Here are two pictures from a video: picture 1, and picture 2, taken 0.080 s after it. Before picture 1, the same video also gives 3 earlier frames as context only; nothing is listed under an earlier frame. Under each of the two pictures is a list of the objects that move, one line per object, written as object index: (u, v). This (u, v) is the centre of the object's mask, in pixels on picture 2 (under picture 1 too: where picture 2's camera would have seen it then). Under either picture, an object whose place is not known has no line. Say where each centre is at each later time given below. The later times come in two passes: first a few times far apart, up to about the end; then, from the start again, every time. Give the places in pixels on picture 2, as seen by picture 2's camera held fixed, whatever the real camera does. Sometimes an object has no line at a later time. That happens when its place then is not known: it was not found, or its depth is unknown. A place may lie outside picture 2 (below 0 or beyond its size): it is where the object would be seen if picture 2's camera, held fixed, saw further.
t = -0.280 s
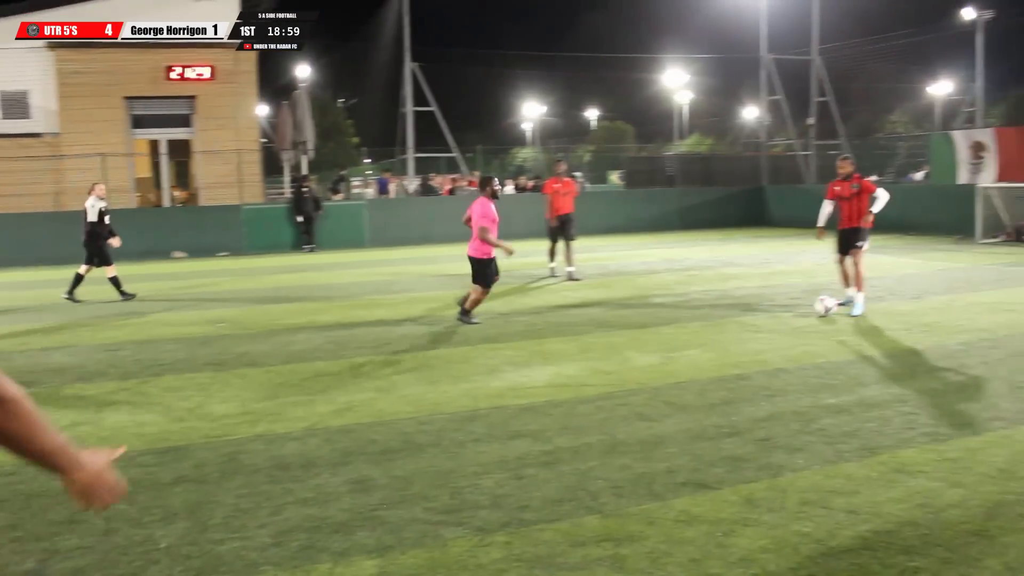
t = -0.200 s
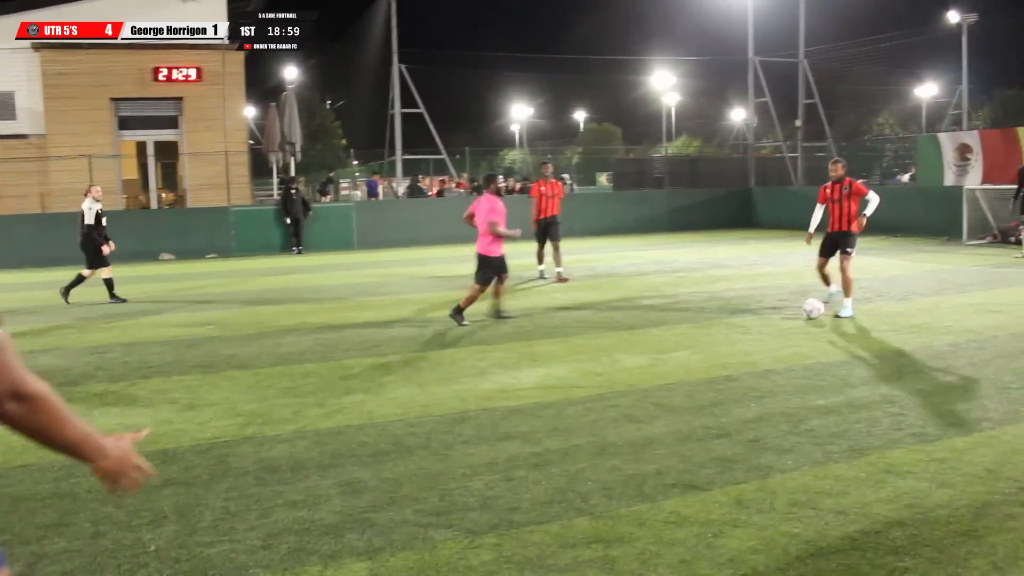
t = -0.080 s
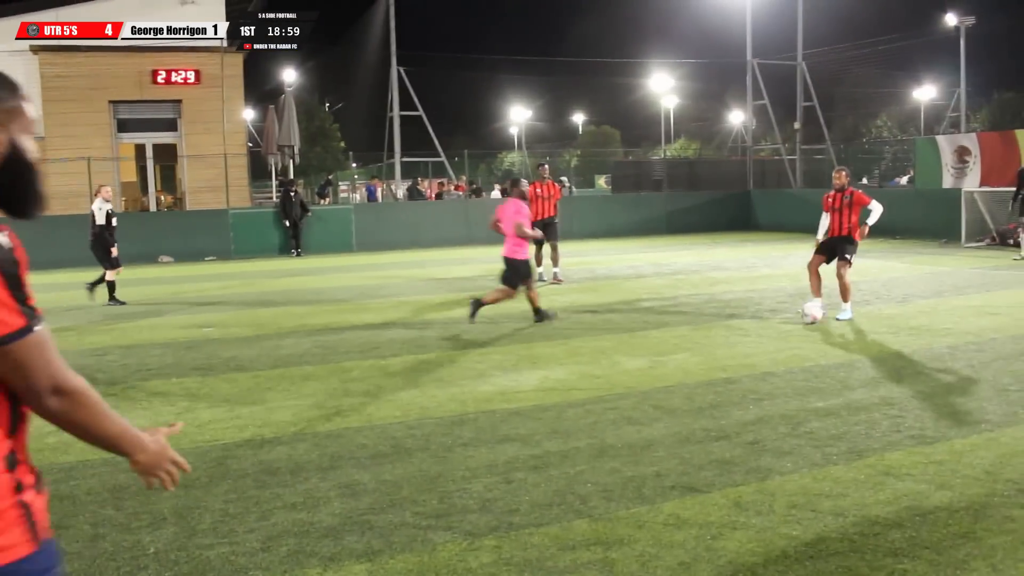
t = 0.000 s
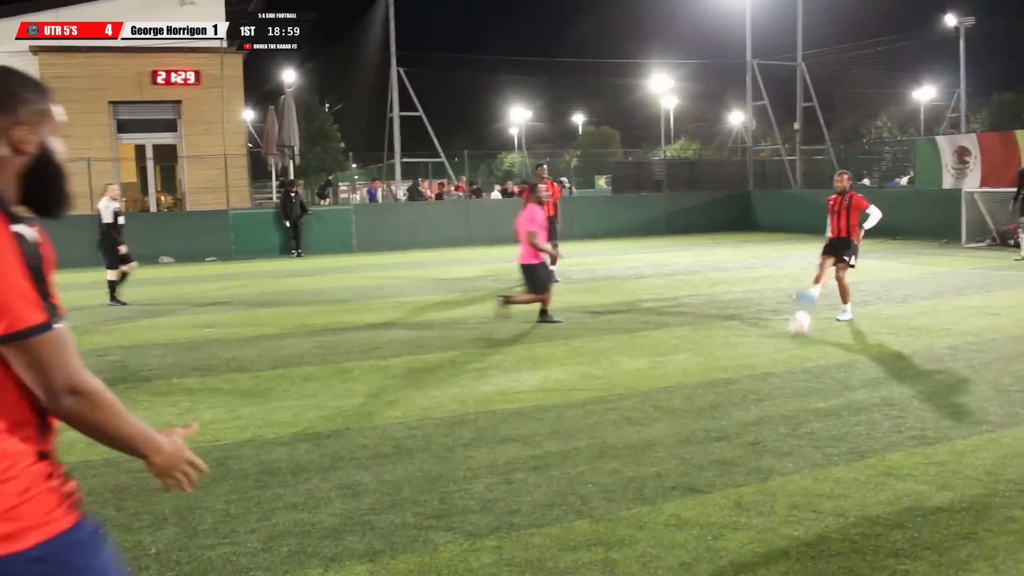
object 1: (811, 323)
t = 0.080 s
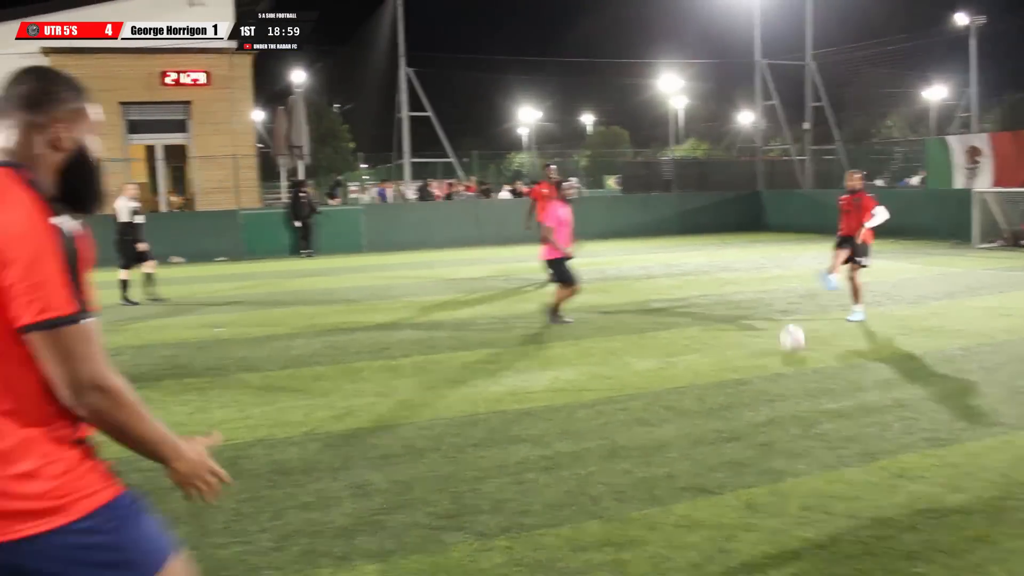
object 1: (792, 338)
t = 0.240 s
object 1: (745, 379)
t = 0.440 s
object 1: (663, 448)
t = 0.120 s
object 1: (781, 348)
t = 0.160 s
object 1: (770, 359)
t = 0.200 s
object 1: (757, 368)
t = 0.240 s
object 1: (745, 379)
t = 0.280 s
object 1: (731, 390)
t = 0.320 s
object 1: (716, 401)
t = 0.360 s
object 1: (699, 417)
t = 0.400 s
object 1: (681, 433)
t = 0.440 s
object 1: (663, 448)
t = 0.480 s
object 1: (642, 468)
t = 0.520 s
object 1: (618, 489)
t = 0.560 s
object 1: (594, 509)
